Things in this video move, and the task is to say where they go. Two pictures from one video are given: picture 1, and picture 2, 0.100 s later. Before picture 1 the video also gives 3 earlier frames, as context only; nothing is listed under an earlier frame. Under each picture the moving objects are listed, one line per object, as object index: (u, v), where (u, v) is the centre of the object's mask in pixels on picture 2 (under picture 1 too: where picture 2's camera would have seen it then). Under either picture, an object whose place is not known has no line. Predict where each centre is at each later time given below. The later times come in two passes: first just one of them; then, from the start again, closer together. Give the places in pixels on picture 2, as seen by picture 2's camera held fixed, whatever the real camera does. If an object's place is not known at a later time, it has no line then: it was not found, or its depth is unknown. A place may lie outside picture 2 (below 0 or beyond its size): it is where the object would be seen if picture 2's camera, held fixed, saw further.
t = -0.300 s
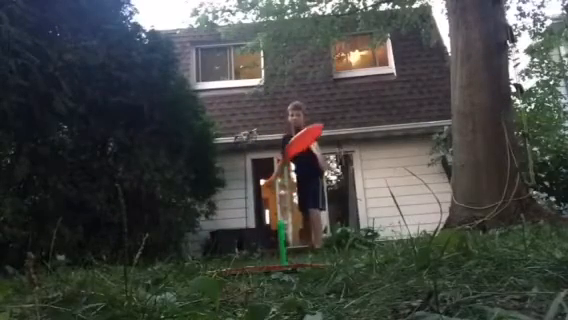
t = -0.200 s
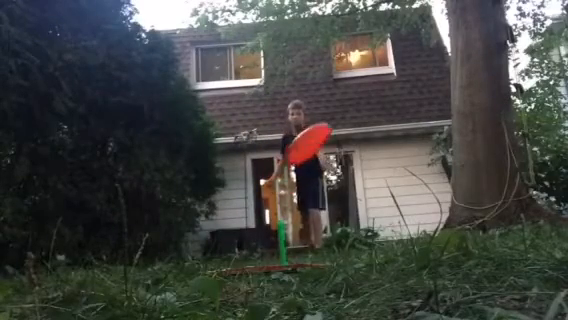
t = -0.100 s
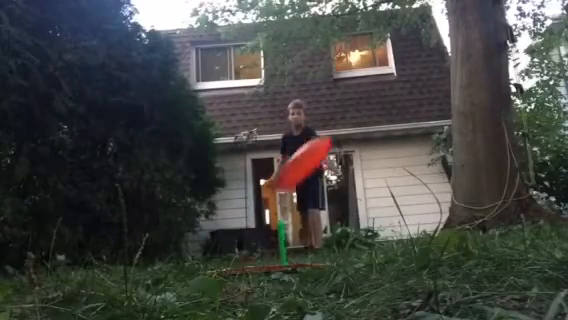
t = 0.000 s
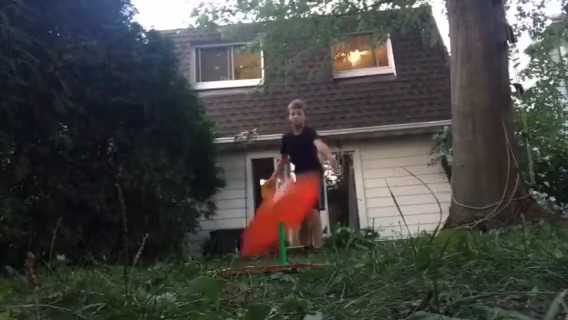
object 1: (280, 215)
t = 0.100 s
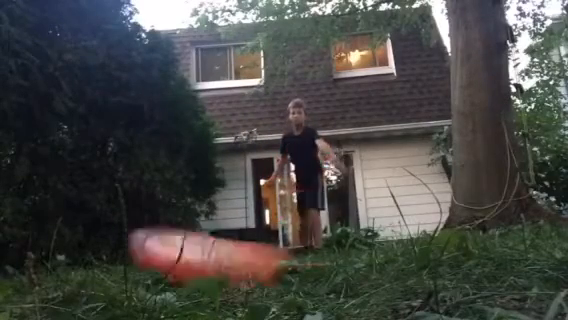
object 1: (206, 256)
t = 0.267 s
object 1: (40, 282)
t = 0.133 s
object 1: (167, 255)
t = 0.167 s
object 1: (121, 253)
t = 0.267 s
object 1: (40, 282)
